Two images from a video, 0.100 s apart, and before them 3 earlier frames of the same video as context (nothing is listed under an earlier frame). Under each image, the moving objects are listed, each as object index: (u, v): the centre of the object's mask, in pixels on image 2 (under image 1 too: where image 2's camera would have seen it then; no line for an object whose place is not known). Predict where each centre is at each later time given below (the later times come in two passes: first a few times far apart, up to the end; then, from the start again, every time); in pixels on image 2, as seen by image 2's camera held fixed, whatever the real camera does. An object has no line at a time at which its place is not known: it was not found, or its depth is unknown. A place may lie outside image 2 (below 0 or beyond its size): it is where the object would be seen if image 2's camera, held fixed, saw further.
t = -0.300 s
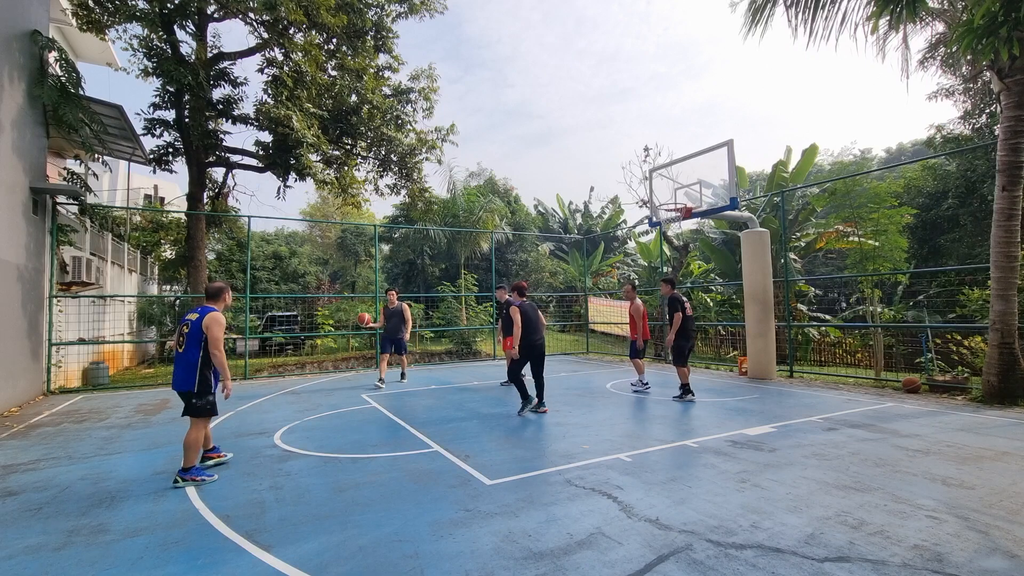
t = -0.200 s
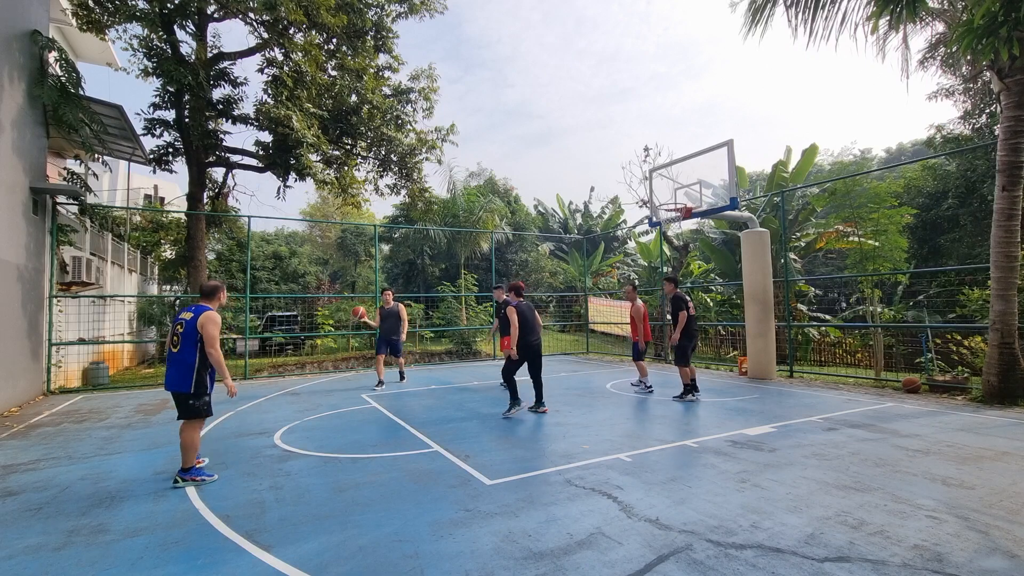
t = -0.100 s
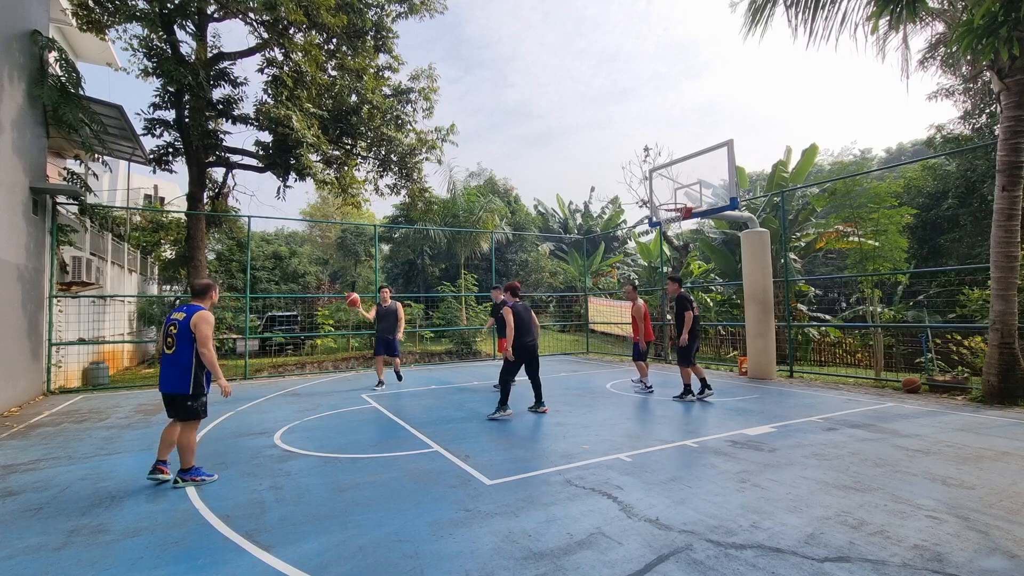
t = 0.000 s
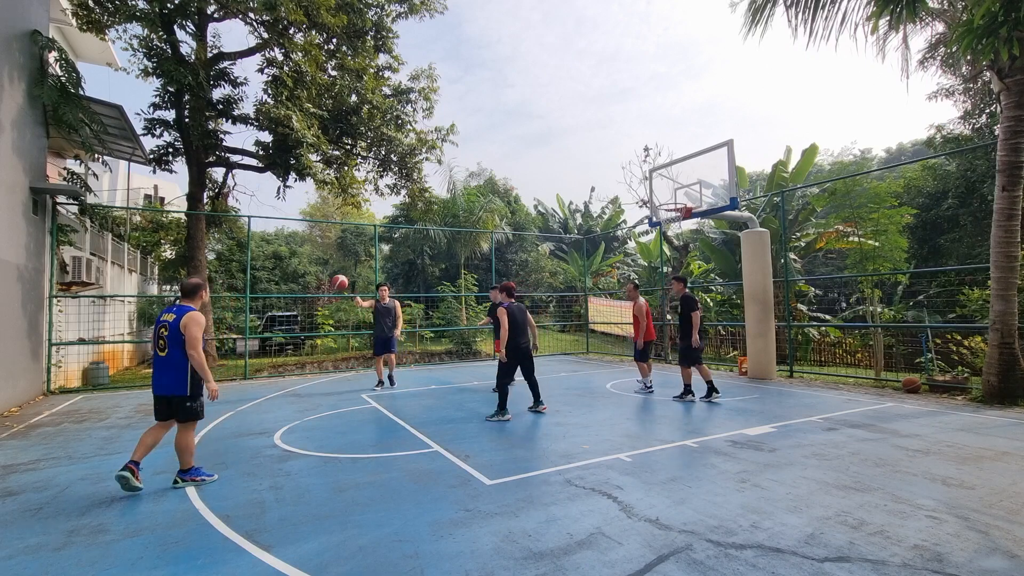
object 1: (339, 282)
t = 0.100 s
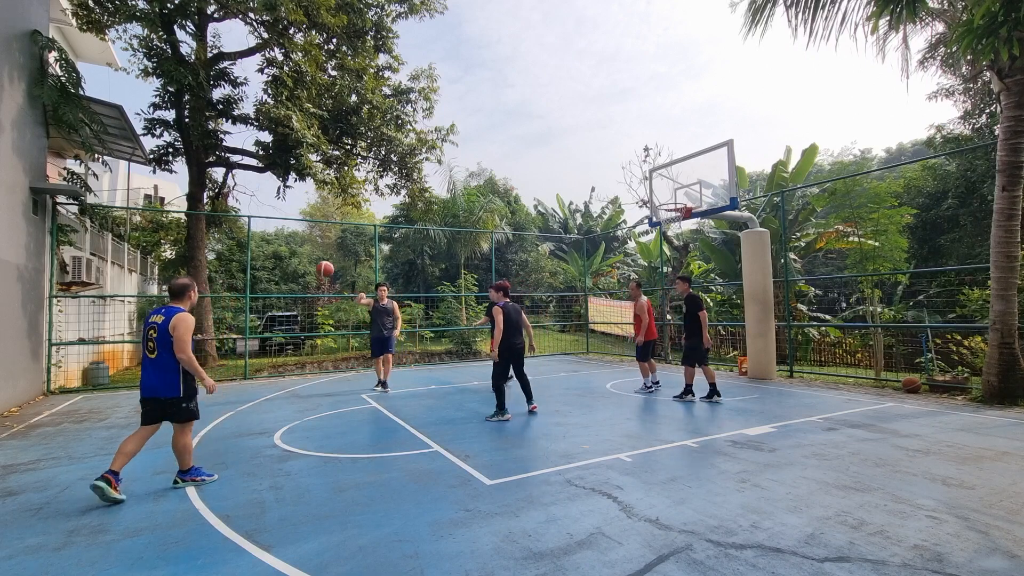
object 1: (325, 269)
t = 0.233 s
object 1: (300, 259)
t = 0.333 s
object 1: (279, 260)
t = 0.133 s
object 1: (319, 266)
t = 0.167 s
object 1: (314, 263)
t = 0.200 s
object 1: (307, 260)
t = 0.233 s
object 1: (300, 259)
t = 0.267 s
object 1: (294, 259)
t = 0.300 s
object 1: (286, 259)
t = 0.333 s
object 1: (279, 260)
